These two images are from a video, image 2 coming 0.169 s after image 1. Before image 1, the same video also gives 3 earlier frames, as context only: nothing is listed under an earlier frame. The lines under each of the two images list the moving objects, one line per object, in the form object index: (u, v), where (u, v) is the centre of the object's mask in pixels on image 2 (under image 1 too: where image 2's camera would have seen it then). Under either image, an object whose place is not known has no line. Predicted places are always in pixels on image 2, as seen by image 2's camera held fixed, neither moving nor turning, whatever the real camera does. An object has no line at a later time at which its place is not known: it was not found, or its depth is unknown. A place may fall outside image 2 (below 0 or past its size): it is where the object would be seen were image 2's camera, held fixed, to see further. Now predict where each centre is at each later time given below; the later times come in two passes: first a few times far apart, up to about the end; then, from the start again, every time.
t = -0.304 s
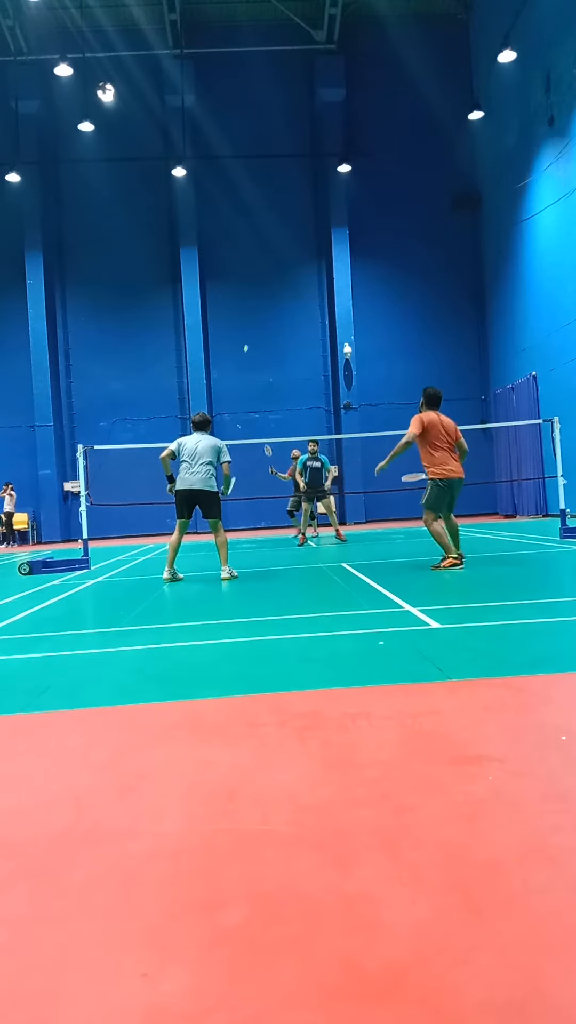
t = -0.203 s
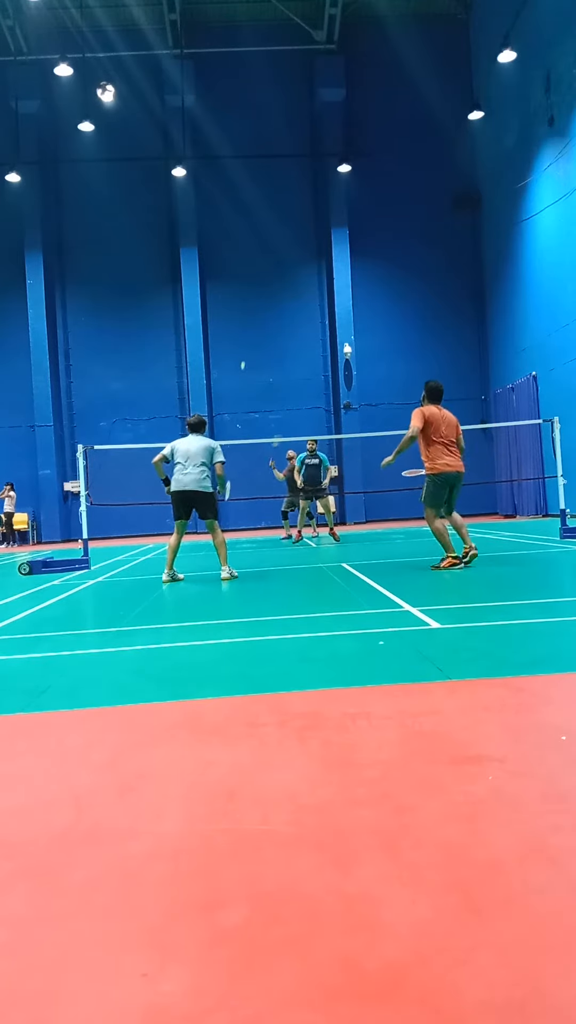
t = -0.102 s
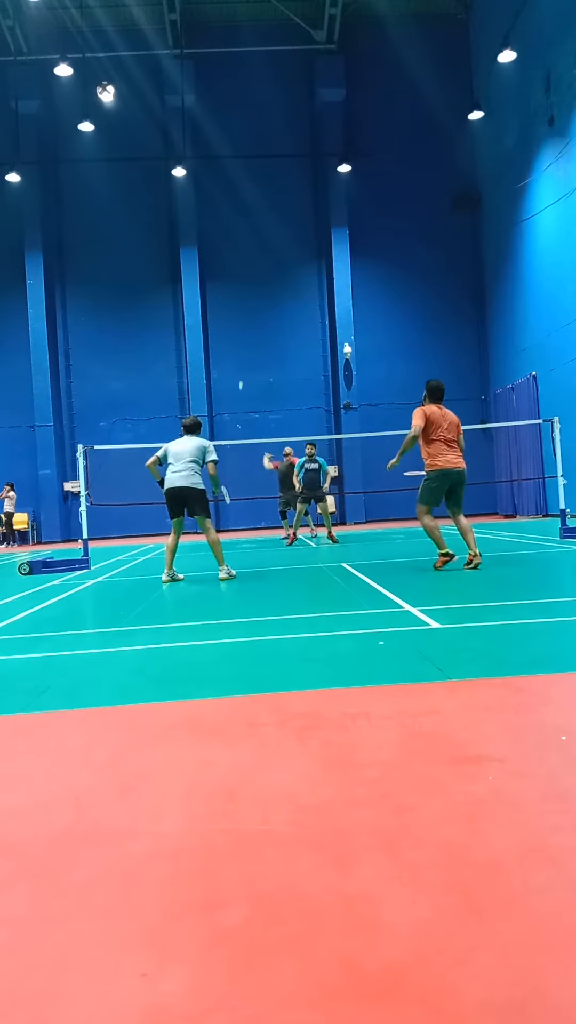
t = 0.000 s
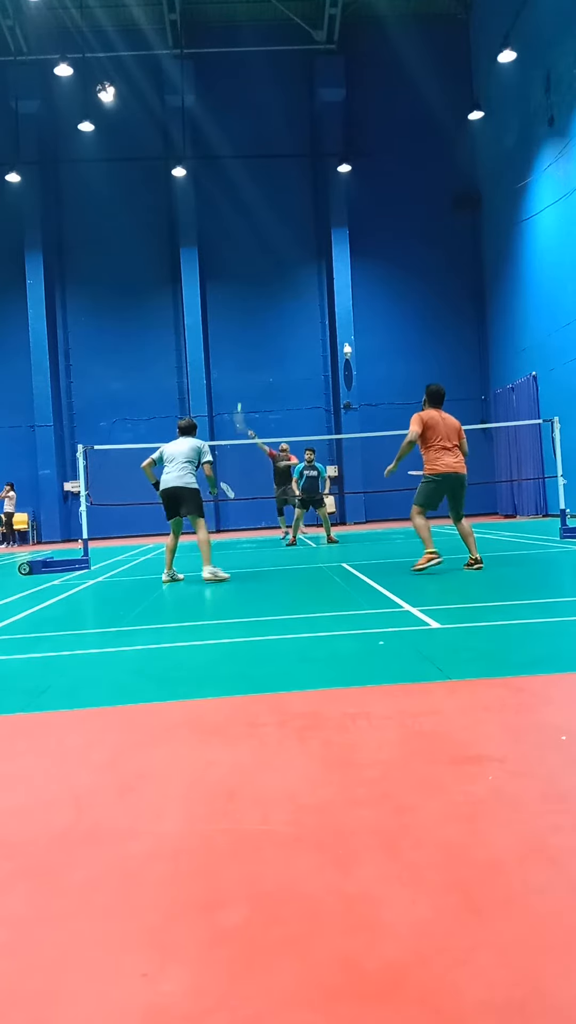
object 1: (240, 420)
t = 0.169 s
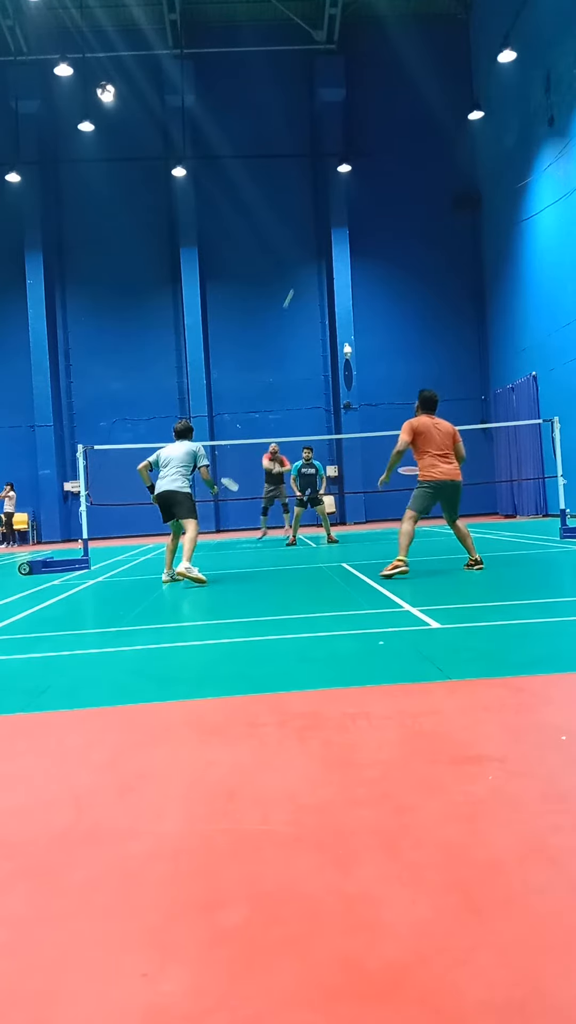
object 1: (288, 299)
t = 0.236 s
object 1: (306, 264)
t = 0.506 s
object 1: (374, 170)
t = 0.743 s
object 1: (430, 148)
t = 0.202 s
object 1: (297, 281)
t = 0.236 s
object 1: (306, 264)
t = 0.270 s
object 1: (315, 247)
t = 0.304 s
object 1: (324, 233)
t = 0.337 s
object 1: (332, 221)
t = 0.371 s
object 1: (341, 208)
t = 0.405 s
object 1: (349, 197)
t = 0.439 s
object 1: (357, 187)
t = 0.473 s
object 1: (365, 178)
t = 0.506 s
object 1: (374, 170)
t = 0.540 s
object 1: (382, 164)
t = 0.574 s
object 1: (390, 158)
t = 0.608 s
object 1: (398, 154)
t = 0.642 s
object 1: (406, 151)
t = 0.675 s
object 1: (414, 149)
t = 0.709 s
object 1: (422, 148)
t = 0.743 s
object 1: (430, 148)
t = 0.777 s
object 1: (439, 149)
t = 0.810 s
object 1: (447, 152)
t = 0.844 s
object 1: (456, 156)
